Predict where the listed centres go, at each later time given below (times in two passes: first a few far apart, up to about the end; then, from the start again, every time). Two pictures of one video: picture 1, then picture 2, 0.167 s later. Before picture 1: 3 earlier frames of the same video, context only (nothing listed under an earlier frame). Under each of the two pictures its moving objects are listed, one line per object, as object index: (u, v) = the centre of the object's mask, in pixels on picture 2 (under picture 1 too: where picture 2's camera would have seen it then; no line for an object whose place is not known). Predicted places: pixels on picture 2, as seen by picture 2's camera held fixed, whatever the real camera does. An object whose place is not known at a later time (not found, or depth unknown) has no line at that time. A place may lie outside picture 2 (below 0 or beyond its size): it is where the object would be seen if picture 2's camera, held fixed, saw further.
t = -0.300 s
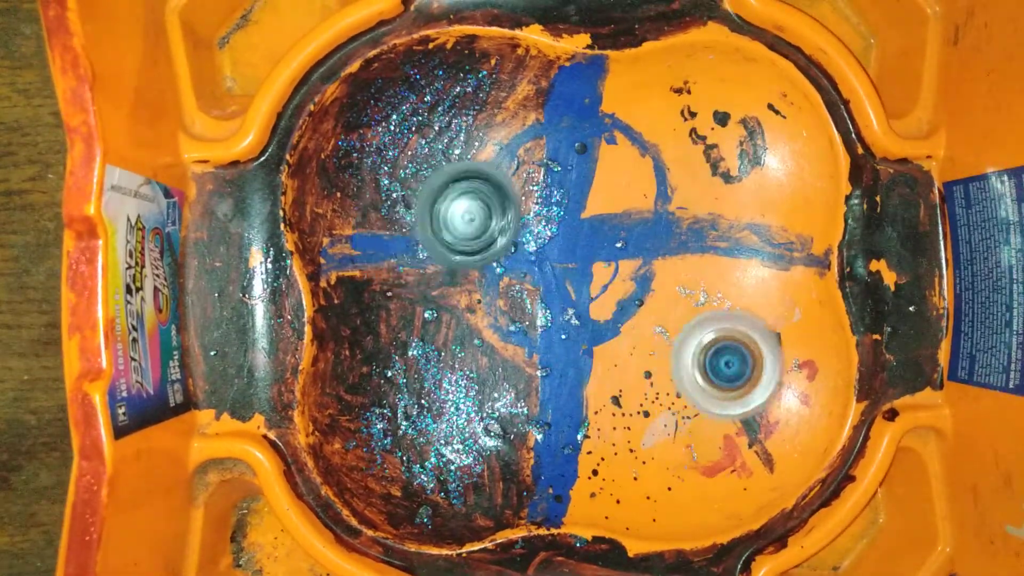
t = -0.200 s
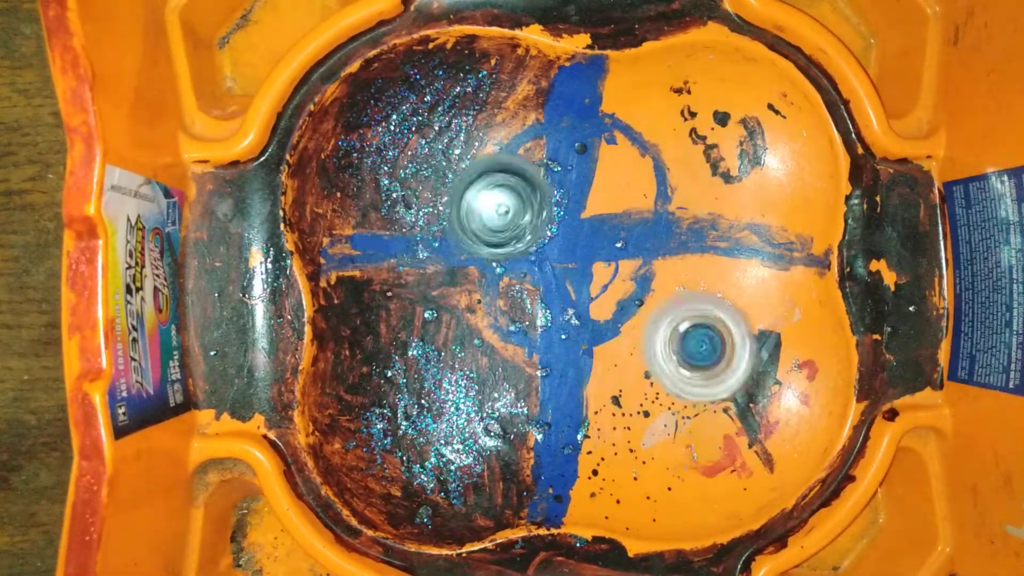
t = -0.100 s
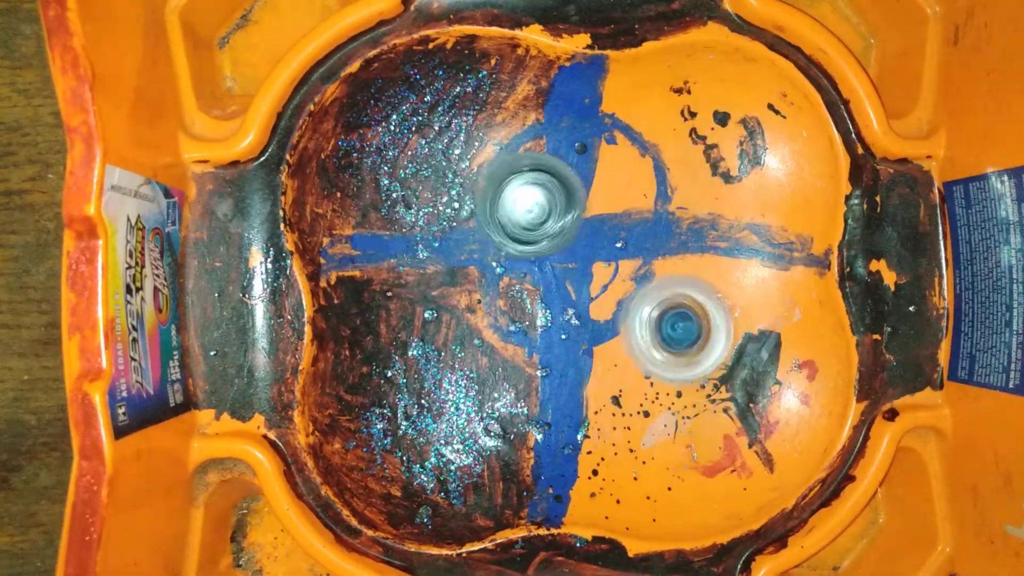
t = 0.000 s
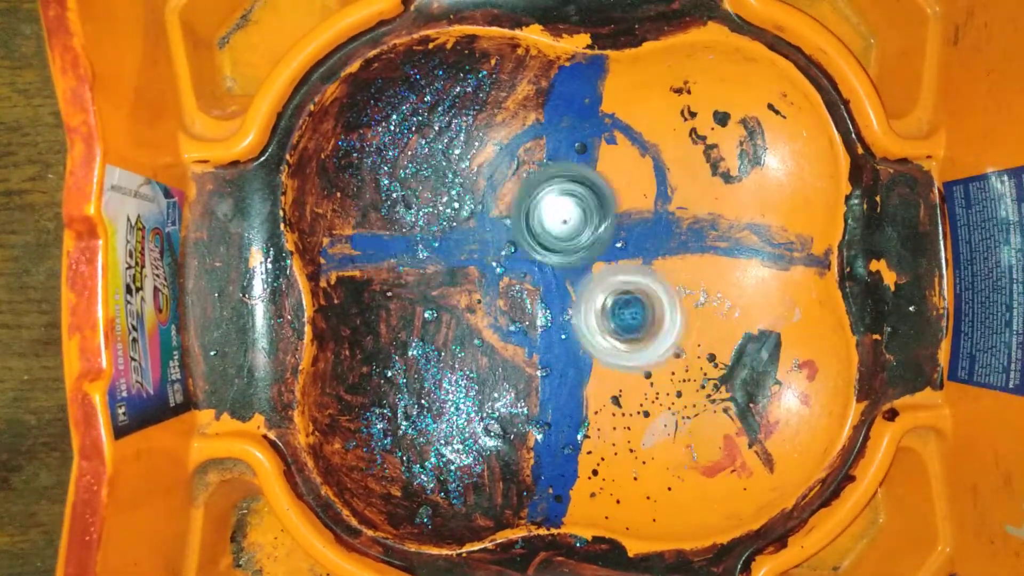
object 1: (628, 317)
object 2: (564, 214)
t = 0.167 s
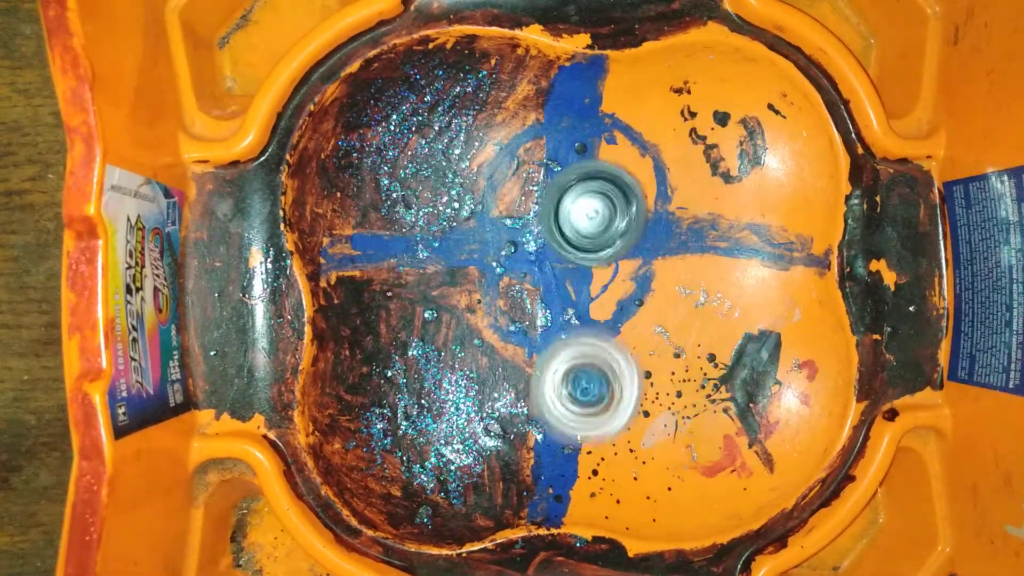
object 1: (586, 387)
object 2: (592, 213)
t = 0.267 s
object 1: (586, 414)
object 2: (609, 234)
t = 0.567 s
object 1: (551, 363)
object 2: (696, 233)
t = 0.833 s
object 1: (431, 313)
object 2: (705, 188)
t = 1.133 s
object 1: (480, 335)
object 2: (599, 237)
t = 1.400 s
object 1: (413, 400)
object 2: (709, 234)
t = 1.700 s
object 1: (522, 381)
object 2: (708, 226)
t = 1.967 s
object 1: (561, 327)
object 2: (644, 206)
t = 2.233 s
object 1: (527, 340)
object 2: (596, 189)
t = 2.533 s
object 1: (542, 350)
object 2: (544, 234)
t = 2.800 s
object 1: (538, 356)
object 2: (502, 228)
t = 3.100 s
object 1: (507, 374)
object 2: (491, 199)
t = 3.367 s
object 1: (495, 361)
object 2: (514, 196)
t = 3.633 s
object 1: (476, 387)
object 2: (549, 237)
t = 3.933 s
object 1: (463, 381)
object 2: (559, 325)
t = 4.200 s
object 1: (510, 327)
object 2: (595, 384)
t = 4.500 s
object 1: (636, 346)
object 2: (638, 446)
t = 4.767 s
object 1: (705, 343)
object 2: (629, 386)
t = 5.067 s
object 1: (699, 371)
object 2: (631, 270)
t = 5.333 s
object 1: (699, 376)
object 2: (641, 288)
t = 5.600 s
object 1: (696, 351)
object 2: (595, 263)
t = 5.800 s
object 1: (695, 345)
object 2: (597, 268)
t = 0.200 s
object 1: (583, 398)
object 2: (597, 218)
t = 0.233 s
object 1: (584, 408)
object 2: (603, 225)
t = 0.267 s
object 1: (586, 414)
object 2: (609, 234)
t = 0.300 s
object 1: (590, 417)
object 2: (615, 243)
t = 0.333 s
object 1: (596, 412)
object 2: (621, 255)
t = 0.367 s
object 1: (608, 403)
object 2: (627, 262)
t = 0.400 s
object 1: (611, 394)
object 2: (636, 273)
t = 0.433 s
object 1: (605, 386)
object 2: (649, 273)
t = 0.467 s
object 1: (591, 384)
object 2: (665, 260)
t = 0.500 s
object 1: (578, 378)
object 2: (677, 248)
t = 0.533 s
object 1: (566, 371)
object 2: (688, 241)
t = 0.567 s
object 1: (551, 363)
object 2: (696, 233)
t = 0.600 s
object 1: (537, 352)
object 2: (706, 224)
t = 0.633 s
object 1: (522, 341)
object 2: (714, 216)
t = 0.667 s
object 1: (508, 329)
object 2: (720, 207)
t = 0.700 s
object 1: (488, 320)
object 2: (720, 201)
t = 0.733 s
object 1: (470, 313)
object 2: (719, 196)
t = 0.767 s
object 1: (452, 313)
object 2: (716, 191)
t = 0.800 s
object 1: (440, 313)
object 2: (711, 188)
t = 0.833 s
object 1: (431, 313)
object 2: (705, 188)
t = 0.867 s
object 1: (425, 313)
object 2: (697, 189)
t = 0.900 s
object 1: (422, 317)
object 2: (689, 190)
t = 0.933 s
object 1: (422, 322)
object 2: (680, 193)
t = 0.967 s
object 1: (423, 328)
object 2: (669, 199)
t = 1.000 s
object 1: (428, 333)
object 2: (654, 204)
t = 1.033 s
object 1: (437, 335)
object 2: (641, 210)
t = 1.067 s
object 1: (449, 337)
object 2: (627, 218)
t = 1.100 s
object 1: (463, 335)
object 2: (614, 227)
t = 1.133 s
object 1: (480, 335)
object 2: (599, 237)
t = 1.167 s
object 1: (495, 330)
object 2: (587, 246)
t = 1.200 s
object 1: (481, 331)
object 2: (603, 248)
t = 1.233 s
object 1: (456, 339)
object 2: (631, 241)
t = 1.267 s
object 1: (442, 349)
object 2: (652, 238)
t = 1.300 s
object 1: (430, 362)
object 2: (667, 238)
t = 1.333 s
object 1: (422, 374)
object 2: (681, 236)
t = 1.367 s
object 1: (415, 391)
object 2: (695, 235)
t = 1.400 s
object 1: (413, 400)
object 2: (709, 234)
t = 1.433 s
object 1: (417, 411)
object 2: (722, 232)
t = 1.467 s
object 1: (423, 419)
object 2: (729, 233)
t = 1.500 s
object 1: (433, 424)
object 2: (734, 232)
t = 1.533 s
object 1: (443, 424)
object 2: (736, 229)
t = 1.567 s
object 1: (459, 421)
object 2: (736, 226)
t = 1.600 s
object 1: (479, 413)
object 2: (733, 225)
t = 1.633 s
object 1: (492, 407)
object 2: (728, 222)
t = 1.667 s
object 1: (508, 394)
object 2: (720, 224)
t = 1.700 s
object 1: (522, 381)
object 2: (708, 226)
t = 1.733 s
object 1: (535, 370)
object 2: (695, 229)
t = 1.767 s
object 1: (550, 353)
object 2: (681, 232)
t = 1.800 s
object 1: (563, 340)
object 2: (665, 233)
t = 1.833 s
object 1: (573, 326)
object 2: (650, 235)
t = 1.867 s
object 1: (570, 321)
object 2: (651, 228)
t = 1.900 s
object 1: (567, 322)
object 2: (654, 219)
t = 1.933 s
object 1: (563, 321)
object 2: (649, 213)
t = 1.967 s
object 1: (561, 327)
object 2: (644, 206)
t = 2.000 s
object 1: (554, 330)
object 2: (638, 200)
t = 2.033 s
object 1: (547, 330)
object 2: (631, 196)
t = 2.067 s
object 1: (540, 326)
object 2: (625, 192)
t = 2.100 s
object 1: (537, 324)
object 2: (618, 188)
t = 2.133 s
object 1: (535, 326)
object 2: (614, 187)
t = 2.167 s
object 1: (534, 327)
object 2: (610, 186)
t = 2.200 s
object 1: (533, 335)
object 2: (604, 187)
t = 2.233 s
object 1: (527, 340)
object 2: (596, 189)
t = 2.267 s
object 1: (525, 341)
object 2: (590, 191)
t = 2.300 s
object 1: (526, 343)
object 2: (584, 196)
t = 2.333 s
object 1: (526, 345)
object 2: (579, 200)
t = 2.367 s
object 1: (529, 345)
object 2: (572, 206)
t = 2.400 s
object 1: (531, 352)
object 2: (566, 214)
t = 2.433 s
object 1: (531, 351)
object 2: (559, 221)
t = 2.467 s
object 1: (534, 350)
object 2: (553, 227)
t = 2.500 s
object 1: (539, 347)
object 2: (547, 233)
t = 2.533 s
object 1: (542, 350)
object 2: (544, 234)
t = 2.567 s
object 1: (543, 350)
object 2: (539, 235)
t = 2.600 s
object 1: (543, 351)
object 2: (534, 232)
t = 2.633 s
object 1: (543, 355)
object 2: (530, 230)
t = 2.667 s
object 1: (540, 357)
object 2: (527, 227)
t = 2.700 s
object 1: (541, 359)
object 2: (520, 228)
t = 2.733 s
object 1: (539, 360)
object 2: (513, 230)
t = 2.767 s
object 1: (538, 357)
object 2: (506, 231)
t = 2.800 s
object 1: (538, 356)
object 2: (502, 228)
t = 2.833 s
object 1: (534, 354)
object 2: (500, 228)
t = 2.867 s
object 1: (528, 345)
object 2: (493, 234)
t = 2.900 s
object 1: (528, 343)
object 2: (490, 235)
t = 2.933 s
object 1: (522, 345)
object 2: (489, 234)
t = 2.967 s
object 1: (516, 343)
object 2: (490, 230)
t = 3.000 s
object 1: (515, 350)
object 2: (488, 220)
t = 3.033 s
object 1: (511, 361)
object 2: (488, 212)
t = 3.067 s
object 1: (508, 368)
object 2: (487, 206)
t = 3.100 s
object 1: (507, 374)
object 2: (491, 199)
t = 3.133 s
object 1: (503, 376)
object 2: (492, 193)
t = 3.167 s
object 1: (503, 376)
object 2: (497, 188)
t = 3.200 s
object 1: (503, 378)
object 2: (502, 184)
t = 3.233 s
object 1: (499, 376)
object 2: (504, 184)
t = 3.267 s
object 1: (496, 372)
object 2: (506, 184)
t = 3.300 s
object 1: (499, 370)
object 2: (508, 186)
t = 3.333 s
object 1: (499, 369)
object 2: (511, 189)
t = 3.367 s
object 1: (495, 361)
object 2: (514, 196)
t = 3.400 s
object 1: (497, 352)
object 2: (517, 204)
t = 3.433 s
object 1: (502, 348)
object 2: (517, 214)
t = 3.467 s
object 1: (504, 342)
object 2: (520, 226)
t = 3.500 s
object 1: (498, 345)
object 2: (527, 229)
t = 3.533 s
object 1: (483, 354)
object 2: (535, 230)
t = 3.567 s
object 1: (480, 360)
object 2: (540, 229)
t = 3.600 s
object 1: (480, 373)
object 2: (547, 234)
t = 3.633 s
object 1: (476, 387)
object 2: (549, 237)
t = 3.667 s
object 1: (466, 396)
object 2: (552, 244)
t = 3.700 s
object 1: (461, 399)
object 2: (555, 253)
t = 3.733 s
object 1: (461, 400)
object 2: (556, 264)
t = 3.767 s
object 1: (463, 404)
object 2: (555, 274)
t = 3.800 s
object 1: (460, 405)
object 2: (556, 285)
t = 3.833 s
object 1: (457, 399)
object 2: (559, 296)
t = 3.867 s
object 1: (459, 391)
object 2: (559, 307)
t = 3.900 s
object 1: (462, 385)
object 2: (556, 316)
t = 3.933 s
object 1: (463, 381)
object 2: (559, 325)
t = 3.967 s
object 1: (460, 372)
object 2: (570, 336)
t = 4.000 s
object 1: (460, 364)
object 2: (577, 342)
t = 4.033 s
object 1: (463, 354)
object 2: (583, 349)
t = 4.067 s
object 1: (473, 348)
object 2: (588, 349)
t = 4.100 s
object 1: (482, 345)
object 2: (596, 354)
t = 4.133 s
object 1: (493, 340)
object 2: (599, 360)
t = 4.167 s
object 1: (501, 337)
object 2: (599, 371)
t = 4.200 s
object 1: (510, 327)
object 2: (595, 384)
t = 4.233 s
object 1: (524, 318)
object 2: (597, 393)
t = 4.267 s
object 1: (536, 315)
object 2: (604, 403)
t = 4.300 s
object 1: (551, 312)
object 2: (611, 414)
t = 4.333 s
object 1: (569, 313)
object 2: (617, 424)
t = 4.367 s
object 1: (582, 319)
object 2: (623, 434)
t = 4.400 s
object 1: (594, 326)
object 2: (627, 439)
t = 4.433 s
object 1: (602, 335)
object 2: (635, 440)
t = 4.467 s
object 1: (616, 342)
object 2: (640, 442)
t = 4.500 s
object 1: (636, 346)
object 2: (638, 446)
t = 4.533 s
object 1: (653, 350)
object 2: (635, 444)
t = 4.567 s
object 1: (669, 350)
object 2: (636, 438)
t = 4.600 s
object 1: (681, 349)
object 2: (637, 437)
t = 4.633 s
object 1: (690, 348)
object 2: (637, 431)
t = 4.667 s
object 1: (698, 345)
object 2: (637, 420)
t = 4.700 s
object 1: (704, 343)
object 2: (637, 410)
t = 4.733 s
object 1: (704, 341)
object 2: (635, 398)
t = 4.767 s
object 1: (705, 343)
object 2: (629, 386)
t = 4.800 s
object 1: (705, 343)
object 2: (625, 373)
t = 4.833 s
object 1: (707, 346)
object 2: (619, 357)
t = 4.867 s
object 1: (708, 349)
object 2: (612, 341)
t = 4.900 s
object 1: (707, 351)
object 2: (610, 326)
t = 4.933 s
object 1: (705, 355)
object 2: (611, 313)
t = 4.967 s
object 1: (702, 358)
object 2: (614, 299)
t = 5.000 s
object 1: (700, 362)
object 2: (619, 286)
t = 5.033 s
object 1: (699, 367)
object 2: (625, 277)
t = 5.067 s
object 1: (699, 371)
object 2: (631, 270)
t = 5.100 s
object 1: (699, 374)
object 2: (637, 269)
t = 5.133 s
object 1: (700, 377)
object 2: (641, 271)
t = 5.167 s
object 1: (700, 379)
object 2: (643, 276)
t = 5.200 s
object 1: (700, 379)
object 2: (644, 280)
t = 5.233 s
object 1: (700, 379)
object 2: (645, 281)
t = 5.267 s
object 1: (700, 379)
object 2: (644, 282)
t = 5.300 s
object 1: (699, 377)
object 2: (644, 284)
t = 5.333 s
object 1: (699, 376)
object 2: (641, 288)
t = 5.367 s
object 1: (699, 374)
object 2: (634, 294)
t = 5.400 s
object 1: (698, 371)
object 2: (628, 295)
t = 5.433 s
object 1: (697, 366)
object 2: (618, 294)
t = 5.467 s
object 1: (697, 362)
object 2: (610, 289)
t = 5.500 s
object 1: (697, 360)
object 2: (603, 282)
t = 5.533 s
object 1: (697, 357)
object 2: (599, 275)
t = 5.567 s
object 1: (697, 354)
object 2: (596, 269)
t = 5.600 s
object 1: (696, 351)
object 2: (595, 263)
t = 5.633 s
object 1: (696, 347)
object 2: (597, 260)
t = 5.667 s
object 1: (696, 344)
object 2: (598, 259)
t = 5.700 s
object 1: (696, 342)
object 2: (598, 260)
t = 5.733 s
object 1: (696, 342)
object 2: (598, 263)
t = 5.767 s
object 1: (696, 343)
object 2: (596, 266)
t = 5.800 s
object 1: (695, 345)
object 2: (597, 268)
